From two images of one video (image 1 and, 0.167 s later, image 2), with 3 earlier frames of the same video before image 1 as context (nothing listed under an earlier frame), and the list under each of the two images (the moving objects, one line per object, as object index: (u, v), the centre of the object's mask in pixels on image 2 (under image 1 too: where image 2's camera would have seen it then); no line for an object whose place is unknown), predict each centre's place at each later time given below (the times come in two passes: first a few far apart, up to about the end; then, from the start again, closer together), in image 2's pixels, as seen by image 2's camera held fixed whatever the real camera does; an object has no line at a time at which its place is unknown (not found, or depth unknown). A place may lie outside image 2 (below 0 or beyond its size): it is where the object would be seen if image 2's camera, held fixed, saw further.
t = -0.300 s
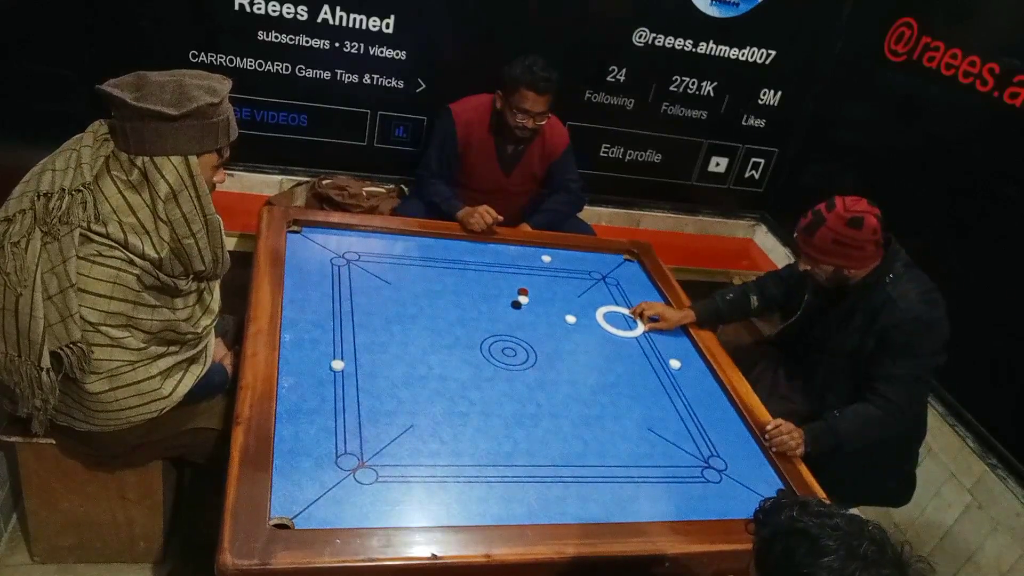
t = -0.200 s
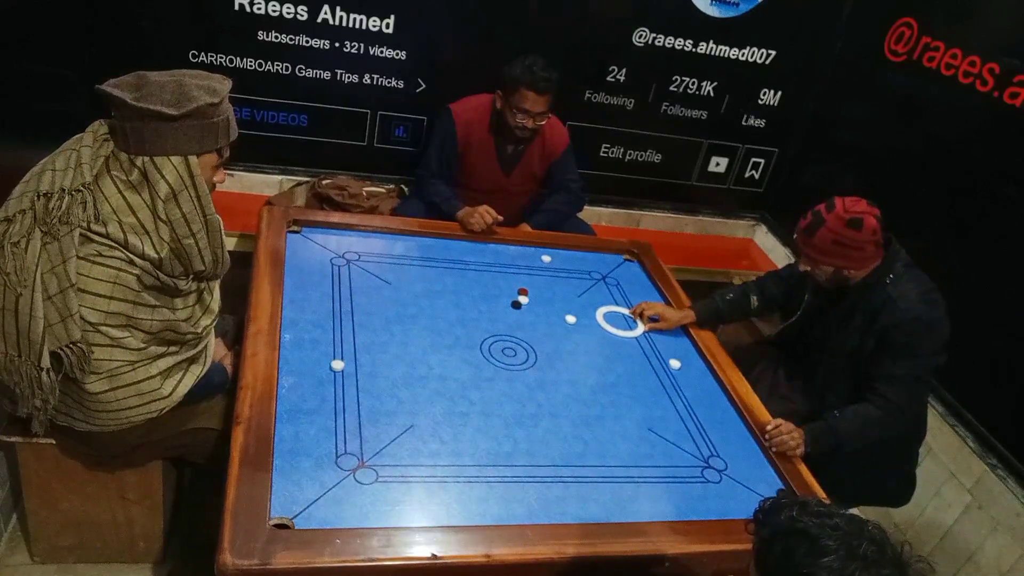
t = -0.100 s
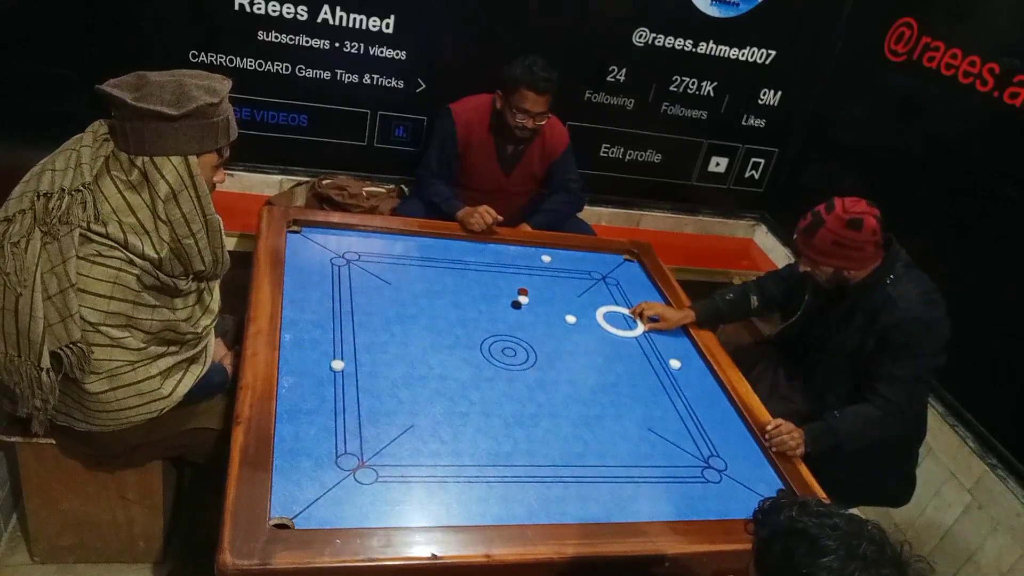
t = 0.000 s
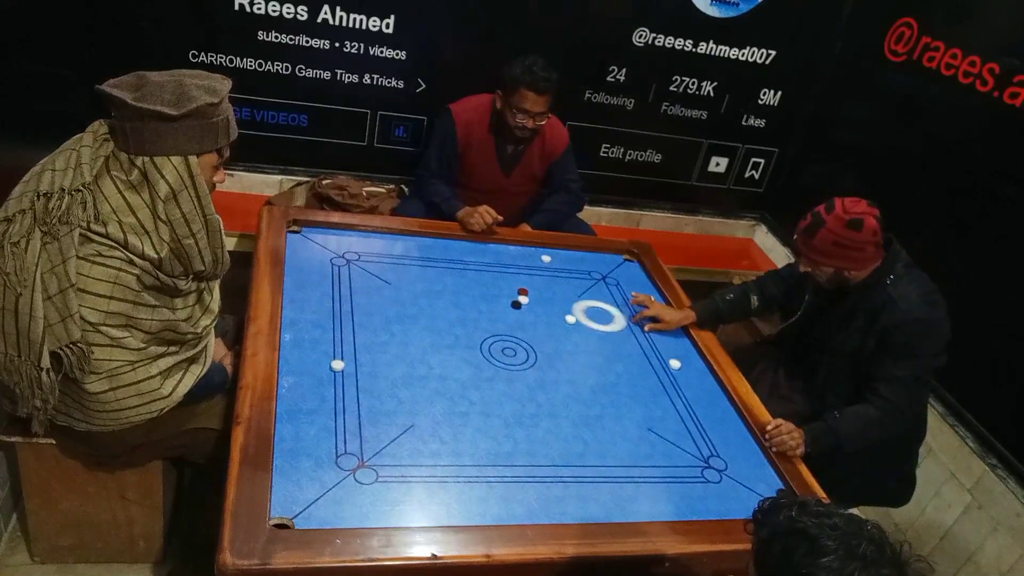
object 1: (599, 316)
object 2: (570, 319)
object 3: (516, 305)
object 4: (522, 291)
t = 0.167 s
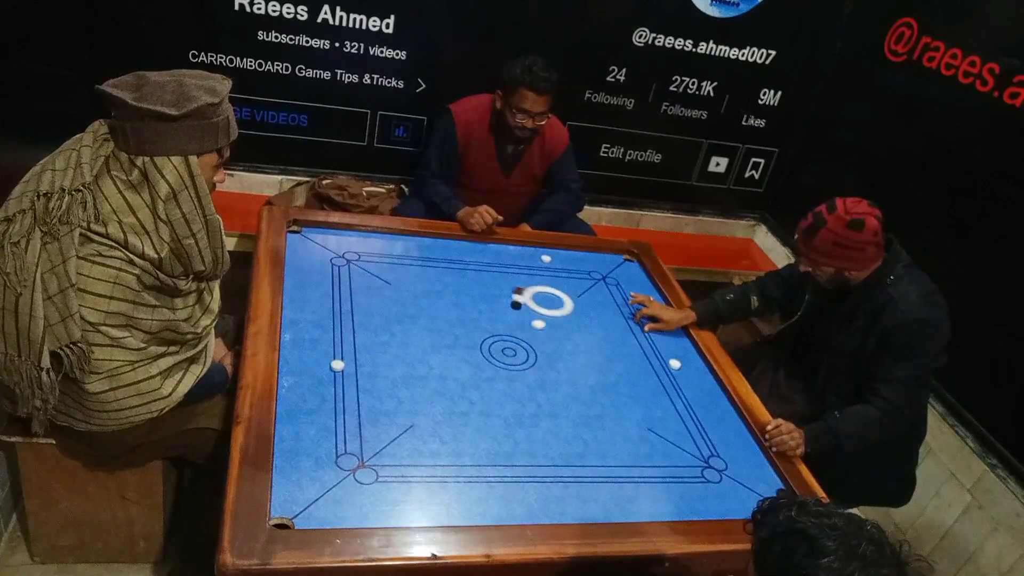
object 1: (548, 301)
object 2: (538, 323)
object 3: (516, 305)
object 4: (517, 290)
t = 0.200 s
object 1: (541, 299)
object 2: (531, 325)
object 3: (514, 307)
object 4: (509, 287)
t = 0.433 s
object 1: (500, 285)
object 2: (488, 332)
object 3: (505, 316)
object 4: (457, 272)
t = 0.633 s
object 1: (461, 273)
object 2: (444, 339)
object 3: (496, 326)
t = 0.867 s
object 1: (418, 259)
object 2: (391, 348)
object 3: (486, 337)
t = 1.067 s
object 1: (382, 248)
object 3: (479, 345)
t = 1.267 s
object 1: (351, 244)
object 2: (303, 352)
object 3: (472, 354)
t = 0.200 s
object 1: (541, 299)
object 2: (531, 325)
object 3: (514, 307)
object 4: (509, 287)
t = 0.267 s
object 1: (534, 297)
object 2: (524, 326)
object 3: (513, 308)
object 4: (500, 285)
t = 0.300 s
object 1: (527, 294)
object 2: (517, 327)
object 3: (511, 310)
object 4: (492, 282)
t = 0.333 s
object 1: (520, 292)
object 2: (510, 328)
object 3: (510, 312)
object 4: (482, 279)
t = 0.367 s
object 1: (513, 290)
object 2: (503, 329)
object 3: (508, 313)
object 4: (474, 277)
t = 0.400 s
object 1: (506, 288)
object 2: (496, 330)
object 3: (507, 315)
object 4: (466, 274)
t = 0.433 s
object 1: (500, 285)
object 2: (488, 332)
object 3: (505, 316)
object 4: (457, 272)
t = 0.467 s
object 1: (493, 283)
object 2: (481, 333)
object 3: (503, 318)
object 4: (449, 270)
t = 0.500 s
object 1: (487, 281)
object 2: (473, 334)
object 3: (502, 320)
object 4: (441, 268)
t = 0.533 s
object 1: (480, 279)
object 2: (466, 335)
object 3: (500, 321)
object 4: (433, 265)
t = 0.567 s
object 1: (474, 277)
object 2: (459, 337)
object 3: (499, 323)
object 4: (424, 263)
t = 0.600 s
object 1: (467, 275)
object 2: (451, 338)
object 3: (497, 324)
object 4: (416, 261)
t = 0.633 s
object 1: (461, 273)
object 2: (444, 339)
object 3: (496, 326)
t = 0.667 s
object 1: (455, 271)
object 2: (436, 340)
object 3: (494, 328)
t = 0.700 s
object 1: (448, 269)
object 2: (429, 341)
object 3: (493, 329)
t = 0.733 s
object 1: (442, 267)
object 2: (421, 343)
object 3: (491, 331)
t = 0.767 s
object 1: (436, 265)
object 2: (414, 344)
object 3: (490, 332)
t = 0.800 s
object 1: (430, 263)
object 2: (406, 345)
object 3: (489, 334)
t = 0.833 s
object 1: (424, 261)
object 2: (399, 347)
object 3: (487, 335)
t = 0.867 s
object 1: (418, 259)
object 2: (391, 348)
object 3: (486, 337)
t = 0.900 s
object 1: (412, 257)
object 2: (383, 349)
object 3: (485, 338)
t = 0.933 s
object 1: (406, 255)
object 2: (375, 351)
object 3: (484, 340)
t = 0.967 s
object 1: (400, 254)
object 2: (367, 352)
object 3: (482, 341)
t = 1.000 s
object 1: (394, 252)
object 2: (359, 354)
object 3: (481, 343)
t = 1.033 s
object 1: (388, 250)
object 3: (480, 344)
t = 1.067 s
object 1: (382, 248)
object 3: (479, 345)
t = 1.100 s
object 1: (376, 247)
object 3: (478, 347)
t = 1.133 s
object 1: (370, 245)
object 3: (477, 348)
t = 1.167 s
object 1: (365, 243)
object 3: (475, 350)
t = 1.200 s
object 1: (359, 242)
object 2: (316, 354)
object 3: (475, 351)
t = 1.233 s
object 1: (355, 243)
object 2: (309, 353)
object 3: (473, 352)
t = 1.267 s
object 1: (351, 244)
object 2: (303, 352)
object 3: (472, 354)
